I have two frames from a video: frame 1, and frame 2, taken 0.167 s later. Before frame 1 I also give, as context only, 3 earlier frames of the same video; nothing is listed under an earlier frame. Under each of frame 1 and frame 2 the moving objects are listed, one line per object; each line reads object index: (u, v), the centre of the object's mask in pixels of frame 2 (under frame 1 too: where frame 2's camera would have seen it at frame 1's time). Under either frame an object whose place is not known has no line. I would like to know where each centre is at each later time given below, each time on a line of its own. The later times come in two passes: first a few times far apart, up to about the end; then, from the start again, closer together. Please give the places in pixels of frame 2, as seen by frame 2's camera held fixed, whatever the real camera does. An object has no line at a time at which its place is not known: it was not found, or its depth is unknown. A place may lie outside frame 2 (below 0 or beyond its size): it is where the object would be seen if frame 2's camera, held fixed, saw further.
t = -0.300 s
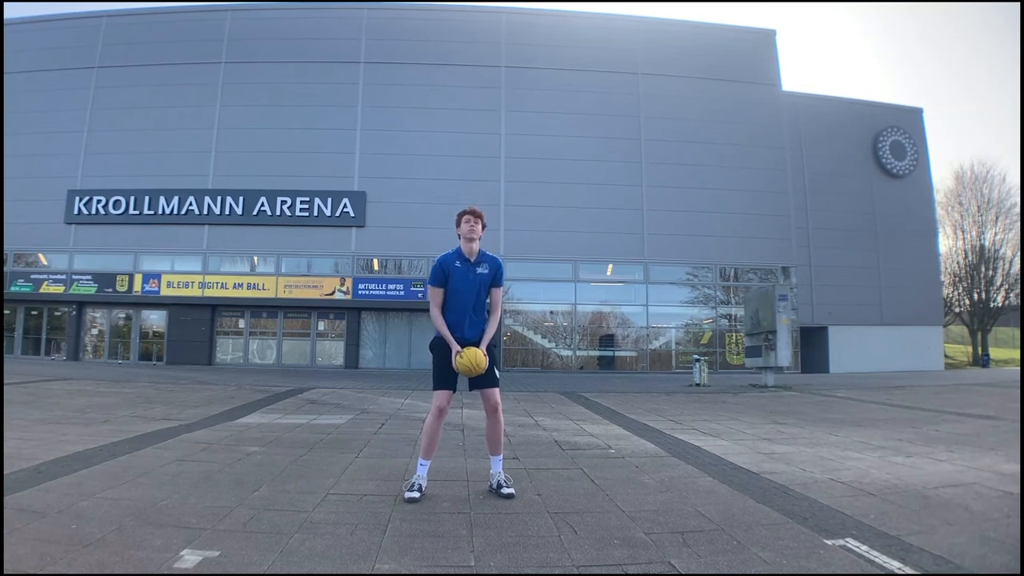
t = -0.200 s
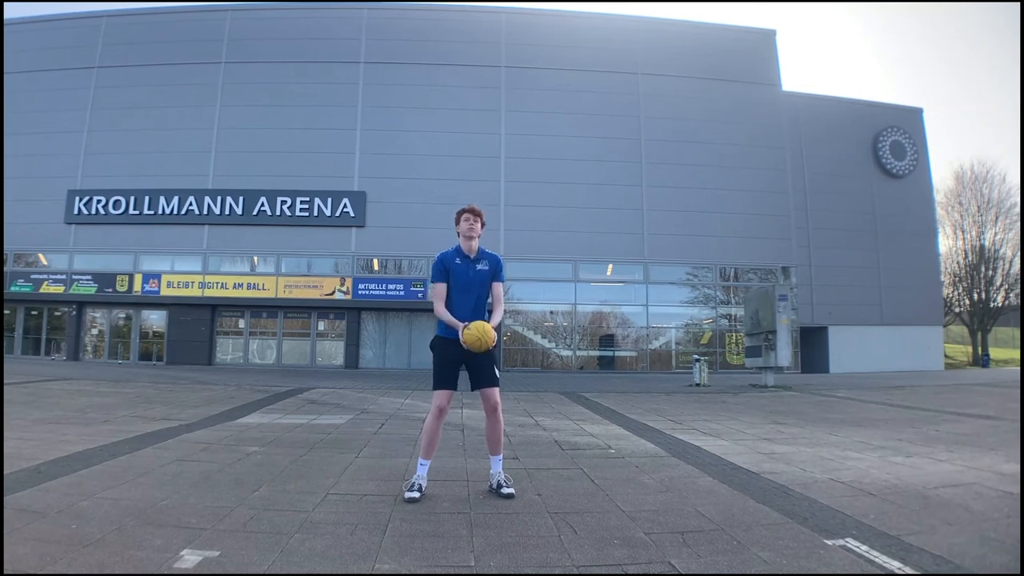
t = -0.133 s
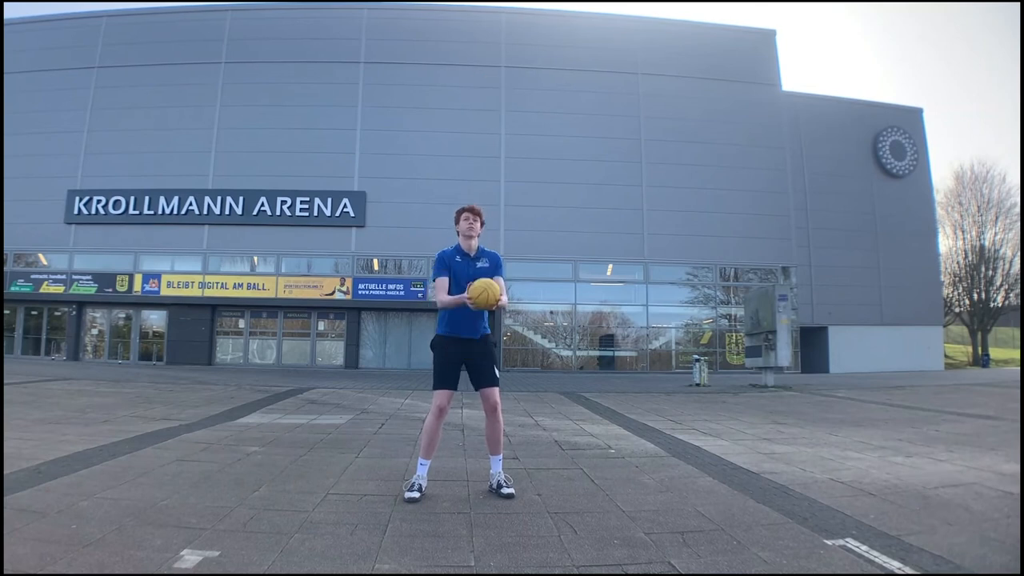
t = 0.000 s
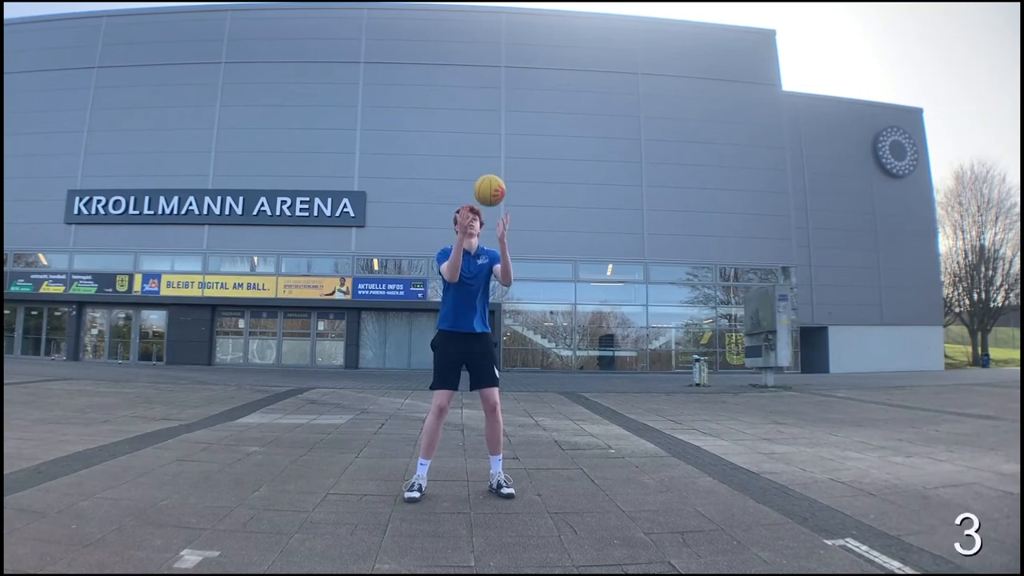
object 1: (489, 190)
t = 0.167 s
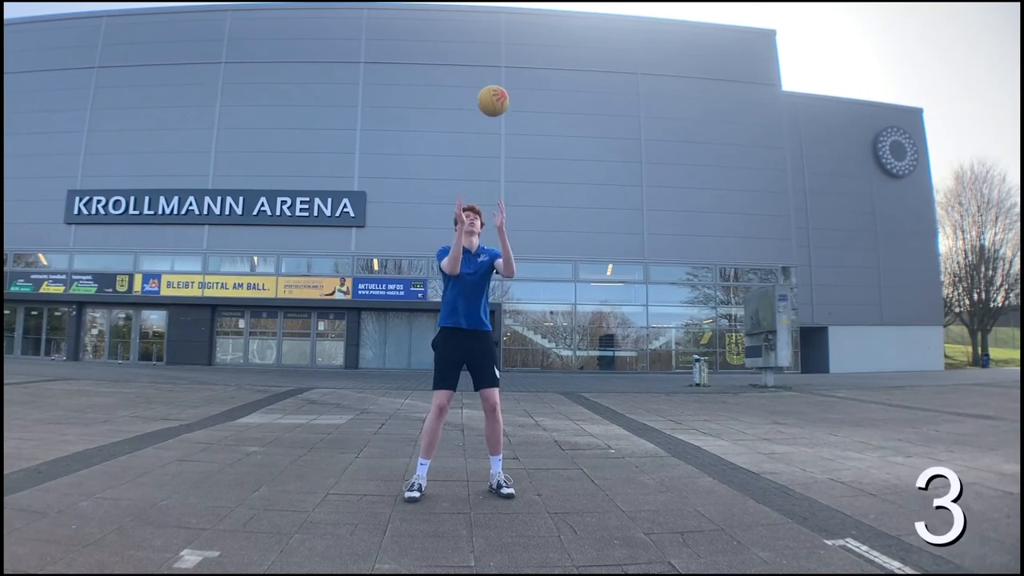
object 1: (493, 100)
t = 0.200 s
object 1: (494, 88)
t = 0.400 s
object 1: (493, 43)
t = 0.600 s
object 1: (489, 50)
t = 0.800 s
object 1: (482, 112)
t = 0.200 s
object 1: (494, 88)
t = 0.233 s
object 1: (494, 77)
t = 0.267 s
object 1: (494, 67)
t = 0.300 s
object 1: (494, 59)
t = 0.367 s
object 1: (493, 47)
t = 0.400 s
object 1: (493, 43)
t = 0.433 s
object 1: (493, 41)
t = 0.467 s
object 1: (492, 40)
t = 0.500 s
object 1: (491, 40)
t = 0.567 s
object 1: (490, 45)
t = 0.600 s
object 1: (489, 50)
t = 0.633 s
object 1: (488, 56)
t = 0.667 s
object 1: (487, 65)
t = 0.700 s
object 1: (486, 74)
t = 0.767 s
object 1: (483, 98)
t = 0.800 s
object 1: (482, 112)
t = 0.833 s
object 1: (480, 128)
